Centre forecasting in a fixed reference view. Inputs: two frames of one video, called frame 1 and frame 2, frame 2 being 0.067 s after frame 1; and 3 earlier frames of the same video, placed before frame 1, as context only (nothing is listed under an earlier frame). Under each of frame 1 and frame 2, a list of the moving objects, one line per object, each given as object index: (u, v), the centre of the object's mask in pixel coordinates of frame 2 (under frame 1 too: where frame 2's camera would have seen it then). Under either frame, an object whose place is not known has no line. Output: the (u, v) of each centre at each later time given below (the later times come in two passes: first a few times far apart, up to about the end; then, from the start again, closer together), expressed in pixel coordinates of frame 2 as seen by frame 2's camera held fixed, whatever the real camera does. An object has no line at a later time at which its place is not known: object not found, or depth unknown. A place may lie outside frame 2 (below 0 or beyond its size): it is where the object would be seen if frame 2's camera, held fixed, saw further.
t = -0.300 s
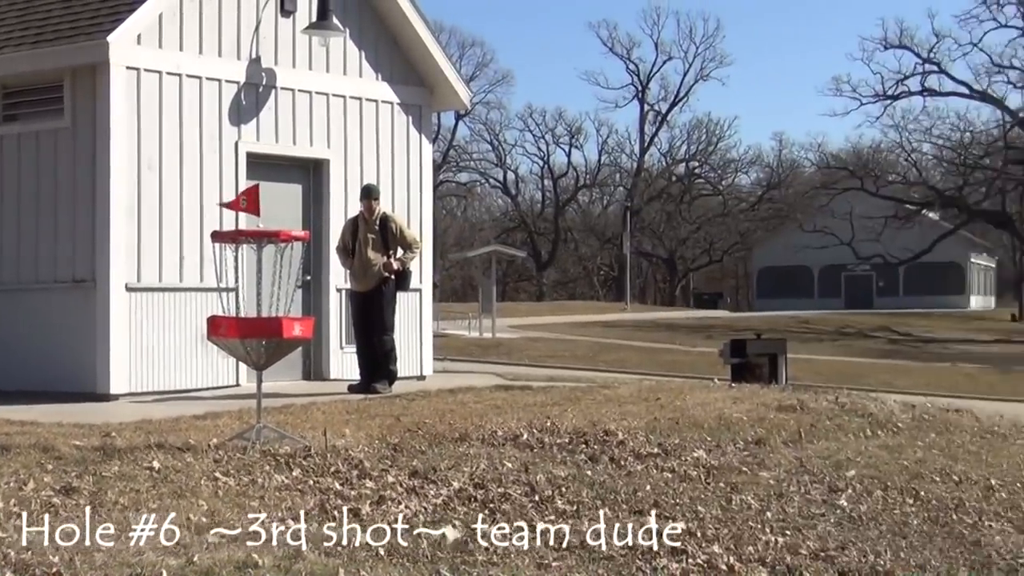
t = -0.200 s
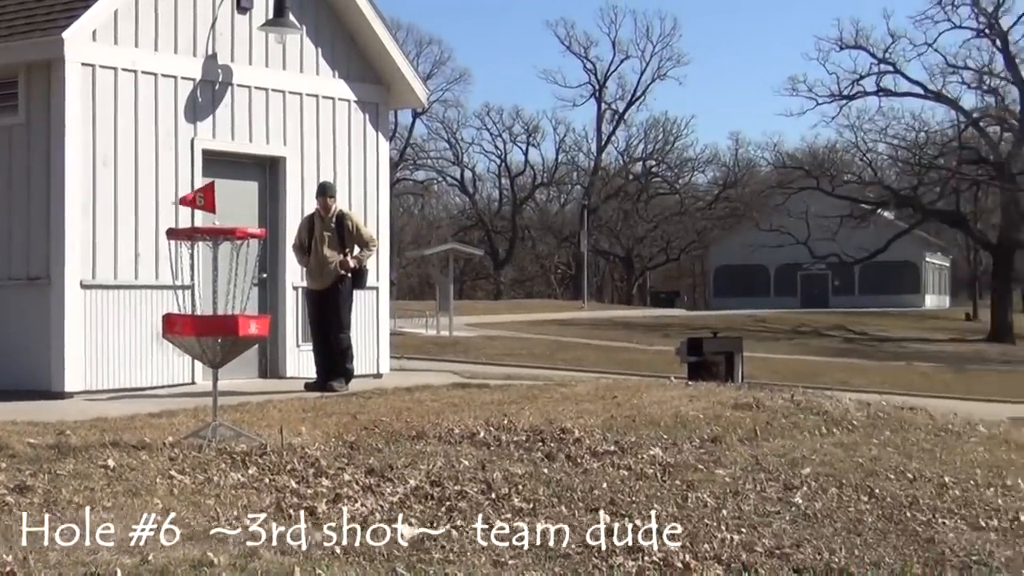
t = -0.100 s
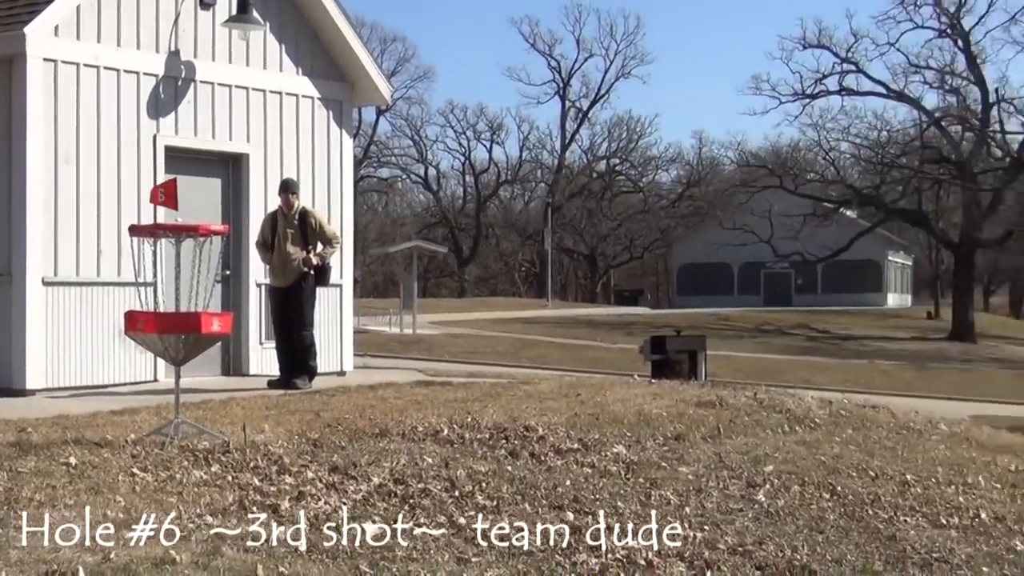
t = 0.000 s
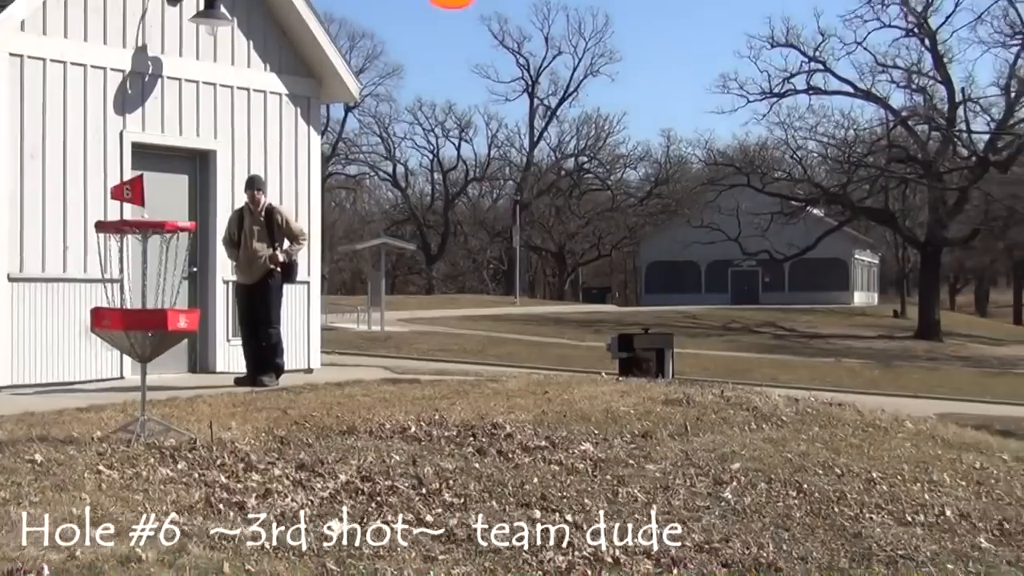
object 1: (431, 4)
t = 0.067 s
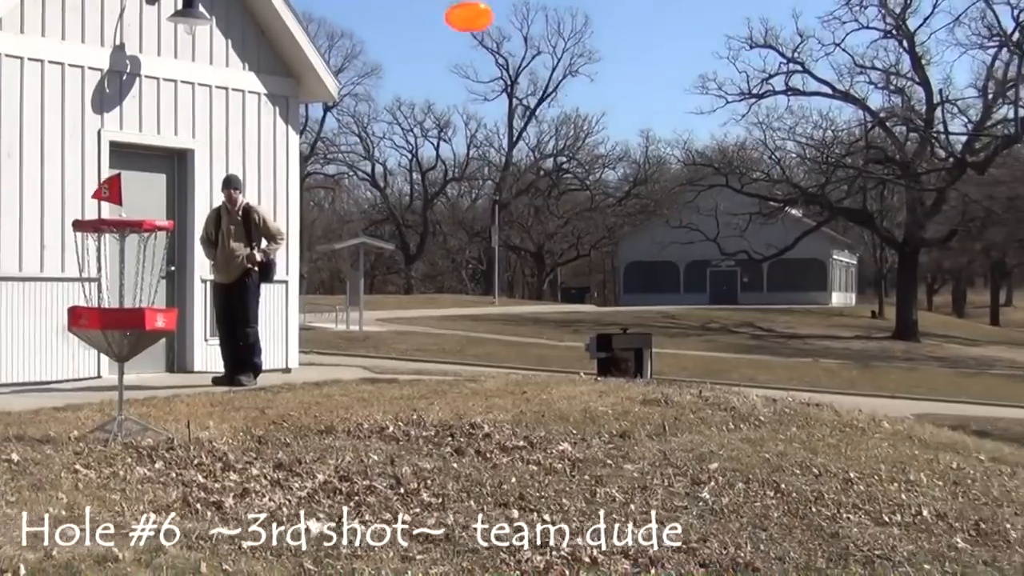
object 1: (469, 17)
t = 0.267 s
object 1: (575, 99)
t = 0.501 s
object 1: (680, 212)
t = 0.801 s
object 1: (773, 377)
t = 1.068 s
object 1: (816, 485)
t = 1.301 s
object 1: (841, 493)
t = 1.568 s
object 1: (855, 498)
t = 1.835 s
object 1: (855, 498)
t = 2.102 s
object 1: (854, 497)
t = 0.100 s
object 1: (487, 29)
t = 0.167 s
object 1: (524, 55)
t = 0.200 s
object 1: (541, 70)
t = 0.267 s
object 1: (575, 99)
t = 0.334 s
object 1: (608, 130)
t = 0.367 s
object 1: (624, 146)
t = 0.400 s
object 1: (639, 162)
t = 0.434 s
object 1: (653, 178)
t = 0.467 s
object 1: (667, 195)
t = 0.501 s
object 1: (680, 212)
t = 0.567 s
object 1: (705, 246)
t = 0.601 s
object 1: (717, 264)
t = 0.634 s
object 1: (728, 282)
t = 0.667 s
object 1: (737, 301)
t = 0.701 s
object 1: (748, 320)
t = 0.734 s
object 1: (756, 338)
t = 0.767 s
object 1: (765, 358)
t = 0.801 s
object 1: (773, 377)
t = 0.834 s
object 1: (780, 397)
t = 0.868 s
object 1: (786, 415)
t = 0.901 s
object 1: (792, 435)
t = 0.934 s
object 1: (796, 455)
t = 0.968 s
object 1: (801, 475)
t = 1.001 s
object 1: (806, 488)
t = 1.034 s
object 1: (814, 486)
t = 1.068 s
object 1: (816, 485)
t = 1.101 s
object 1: (819, 483)
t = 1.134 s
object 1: (824, 482)
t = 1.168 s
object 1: (826, 482)
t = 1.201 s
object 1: (831, 484)
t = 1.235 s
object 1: (835, 487)
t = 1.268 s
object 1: (840, 492)
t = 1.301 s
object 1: (841, 493)
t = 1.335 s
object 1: (845, 495)
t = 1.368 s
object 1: (848, 496)
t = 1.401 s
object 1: (854, 498)
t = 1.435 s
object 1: (855, 498)
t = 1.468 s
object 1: (854, 498)
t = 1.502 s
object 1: (854, 498)
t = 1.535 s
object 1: (855, 497)
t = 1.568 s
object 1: (855, 498)
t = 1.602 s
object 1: (855, 498)
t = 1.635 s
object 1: (855, 498)
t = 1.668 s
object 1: (855, 498)
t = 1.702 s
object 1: (855, 498)
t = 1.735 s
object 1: (855, 498)
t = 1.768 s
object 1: (854, 497)
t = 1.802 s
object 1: (854, 498)
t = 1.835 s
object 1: (855, 498)
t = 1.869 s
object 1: (855, 498)
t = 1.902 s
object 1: (855, 498)
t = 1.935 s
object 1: (855, 498)
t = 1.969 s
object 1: (855, 498)
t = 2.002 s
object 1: (855, 497)
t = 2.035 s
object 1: (854, 497)
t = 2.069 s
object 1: (854, 497)
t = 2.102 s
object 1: (854, 497)
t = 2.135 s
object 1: (854, 497)
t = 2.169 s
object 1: (854, 497)
